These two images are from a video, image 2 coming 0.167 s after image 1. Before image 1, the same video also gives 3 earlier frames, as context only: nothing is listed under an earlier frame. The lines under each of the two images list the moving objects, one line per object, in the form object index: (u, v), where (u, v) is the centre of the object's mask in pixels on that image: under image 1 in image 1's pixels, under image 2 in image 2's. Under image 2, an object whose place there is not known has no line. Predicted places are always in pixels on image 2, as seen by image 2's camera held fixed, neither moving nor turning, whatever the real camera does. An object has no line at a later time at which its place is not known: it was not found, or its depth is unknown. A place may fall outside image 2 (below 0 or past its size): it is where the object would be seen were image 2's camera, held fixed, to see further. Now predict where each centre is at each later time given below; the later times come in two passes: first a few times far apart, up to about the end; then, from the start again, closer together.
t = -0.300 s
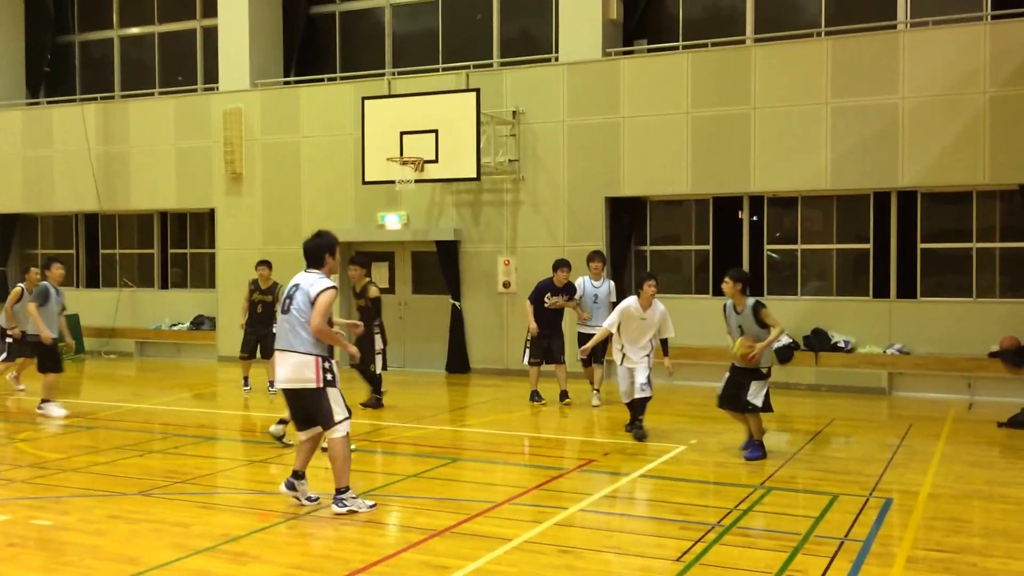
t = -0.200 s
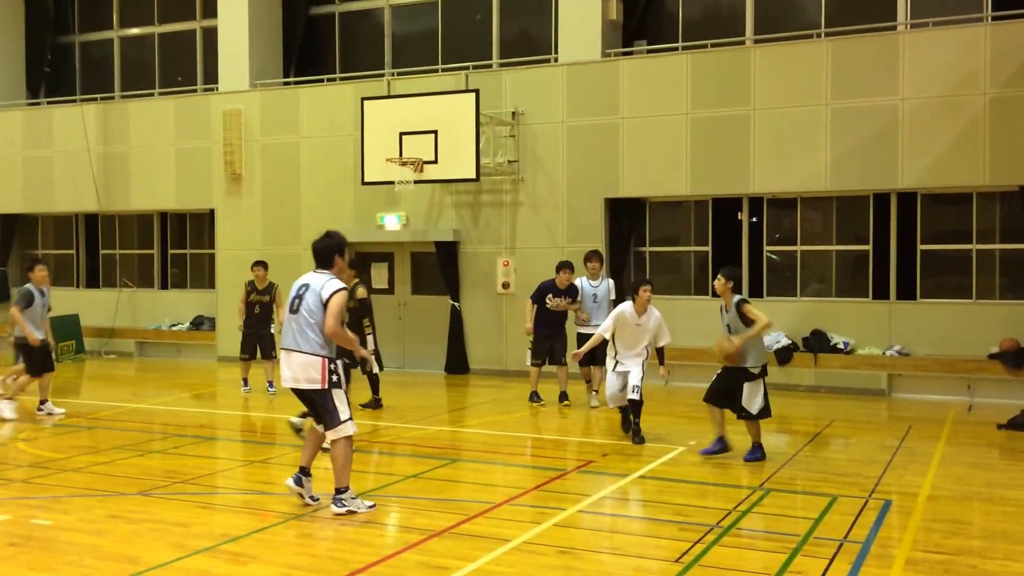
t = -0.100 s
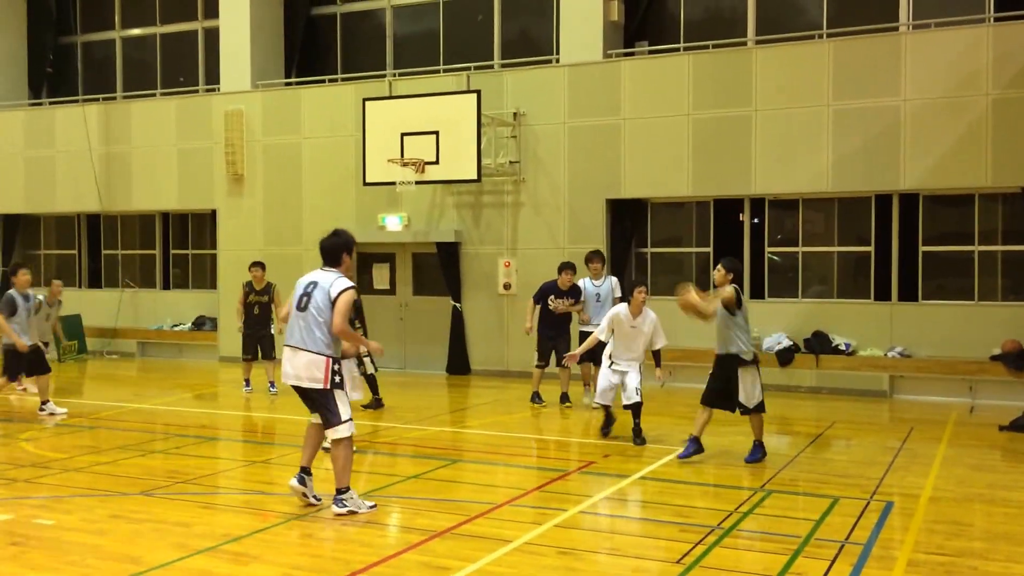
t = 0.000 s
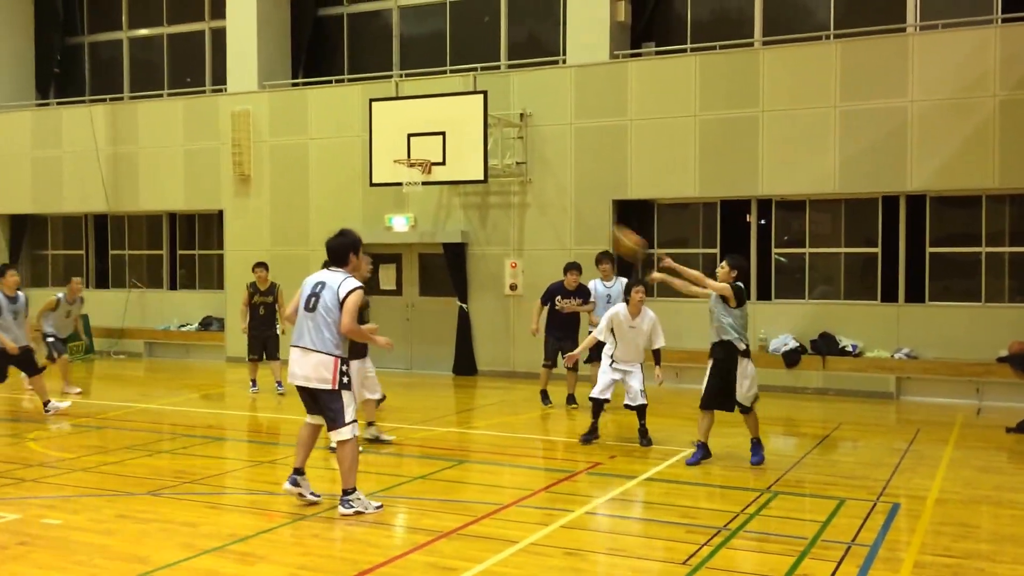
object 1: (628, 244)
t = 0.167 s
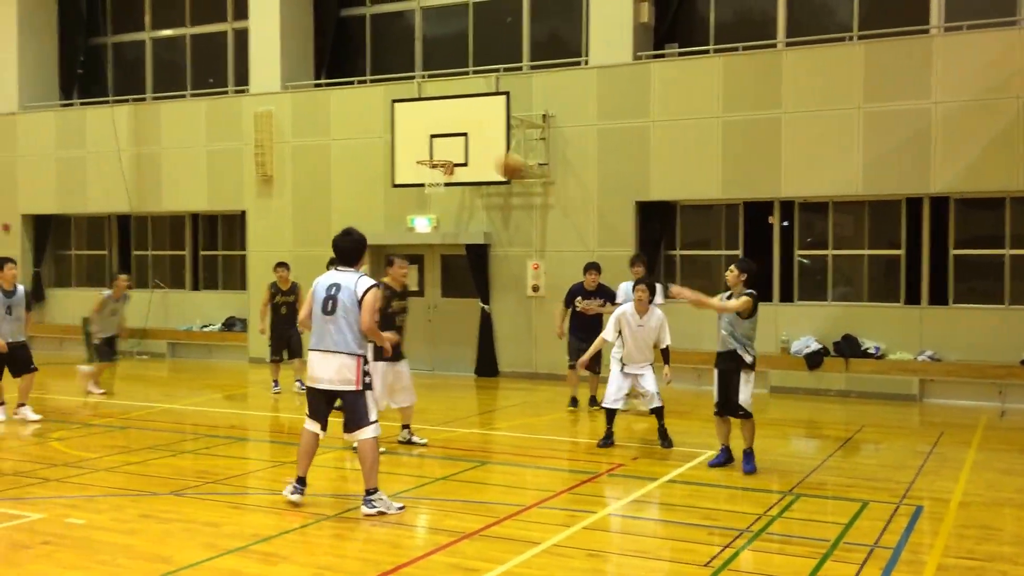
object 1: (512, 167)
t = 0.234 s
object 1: (459, 146)
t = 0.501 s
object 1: (260, 104)
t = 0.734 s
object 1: (99, 128)
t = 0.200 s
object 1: (485, 156)
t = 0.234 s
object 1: (459, 146)
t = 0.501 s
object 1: (260, 104)
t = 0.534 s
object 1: (235, 103)
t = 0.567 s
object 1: (211, 104)
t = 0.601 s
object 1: (188, 106)
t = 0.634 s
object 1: (166, 110)
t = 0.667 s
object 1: (144, 114)
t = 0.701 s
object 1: (122, 121)
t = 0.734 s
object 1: (99, 128)
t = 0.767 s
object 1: (77, 135)
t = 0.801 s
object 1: (56, 143)
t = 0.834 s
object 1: (35, 153)
